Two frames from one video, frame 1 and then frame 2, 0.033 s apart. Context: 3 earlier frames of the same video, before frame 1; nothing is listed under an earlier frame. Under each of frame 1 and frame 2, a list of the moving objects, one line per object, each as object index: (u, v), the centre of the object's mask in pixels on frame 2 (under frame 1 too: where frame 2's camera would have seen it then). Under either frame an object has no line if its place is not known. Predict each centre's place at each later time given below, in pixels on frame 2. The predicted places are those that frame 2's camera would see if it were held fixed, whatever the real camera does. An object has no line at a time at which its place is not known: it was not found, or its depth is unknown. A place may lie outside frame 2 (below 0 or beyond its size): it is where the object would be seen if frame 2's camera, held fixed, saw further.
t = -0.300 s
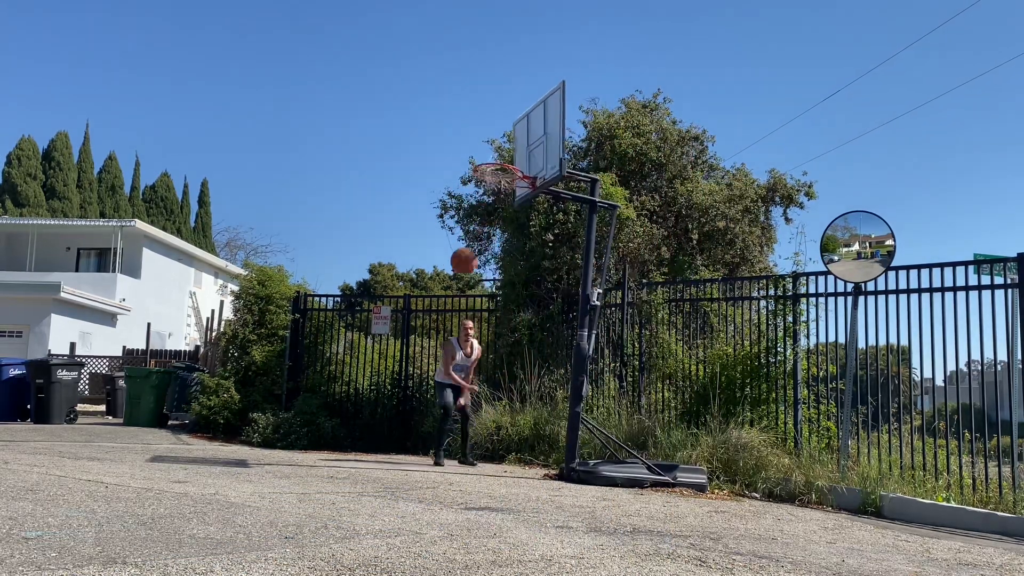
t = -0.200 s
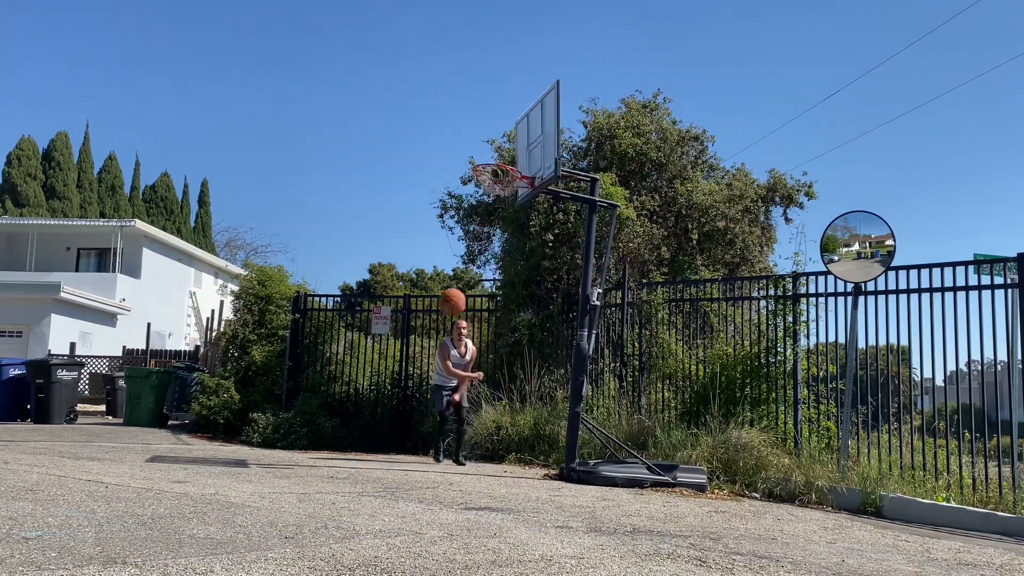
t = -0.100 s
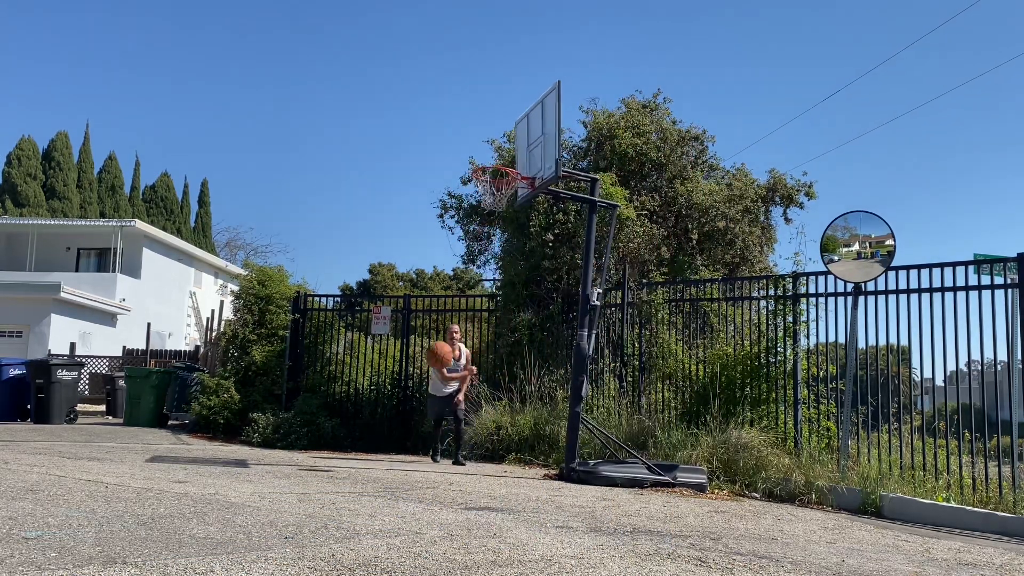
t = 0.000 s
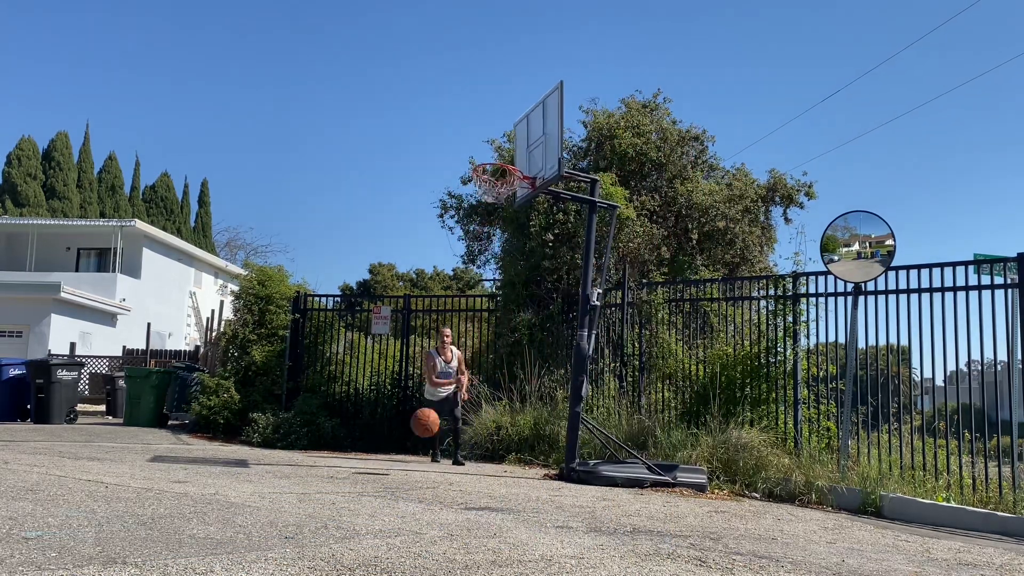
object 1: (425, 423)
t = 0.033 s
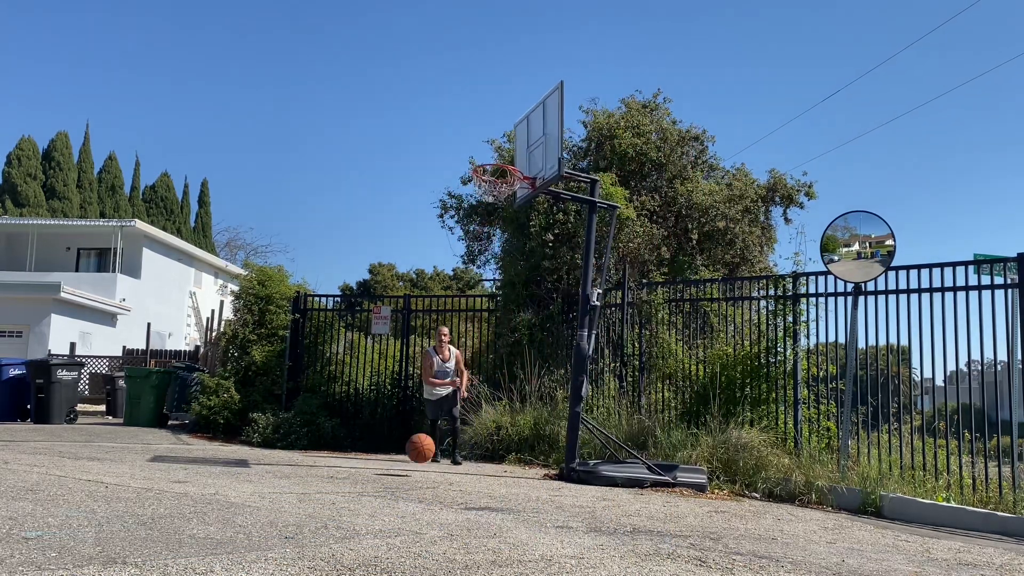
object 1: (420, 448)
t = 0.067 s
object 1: (416, 459)
